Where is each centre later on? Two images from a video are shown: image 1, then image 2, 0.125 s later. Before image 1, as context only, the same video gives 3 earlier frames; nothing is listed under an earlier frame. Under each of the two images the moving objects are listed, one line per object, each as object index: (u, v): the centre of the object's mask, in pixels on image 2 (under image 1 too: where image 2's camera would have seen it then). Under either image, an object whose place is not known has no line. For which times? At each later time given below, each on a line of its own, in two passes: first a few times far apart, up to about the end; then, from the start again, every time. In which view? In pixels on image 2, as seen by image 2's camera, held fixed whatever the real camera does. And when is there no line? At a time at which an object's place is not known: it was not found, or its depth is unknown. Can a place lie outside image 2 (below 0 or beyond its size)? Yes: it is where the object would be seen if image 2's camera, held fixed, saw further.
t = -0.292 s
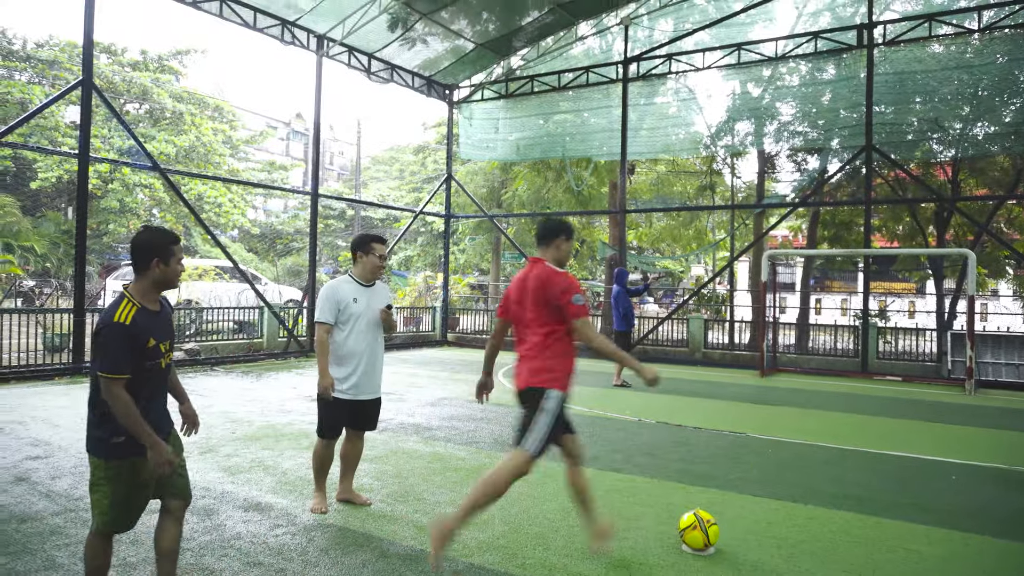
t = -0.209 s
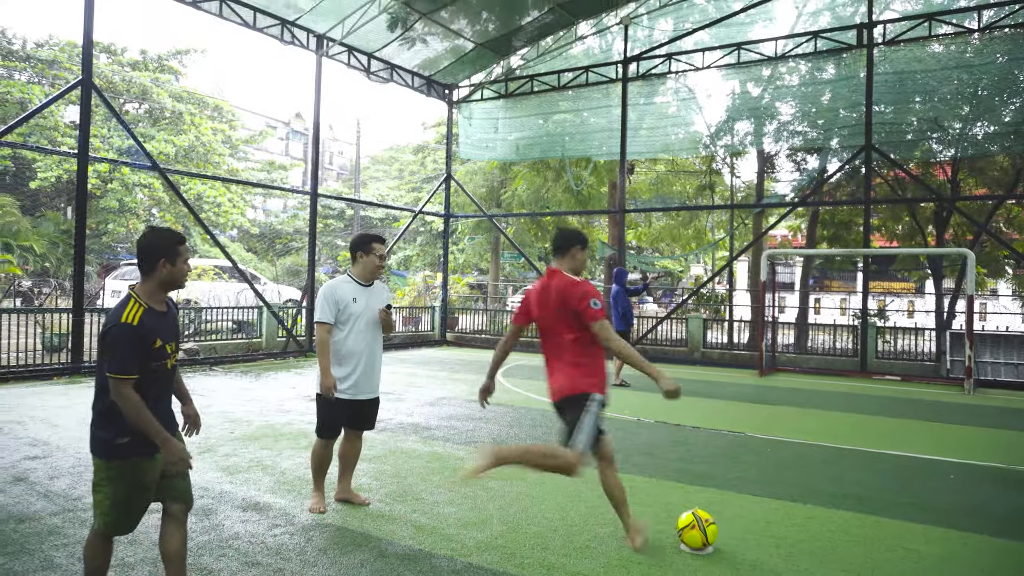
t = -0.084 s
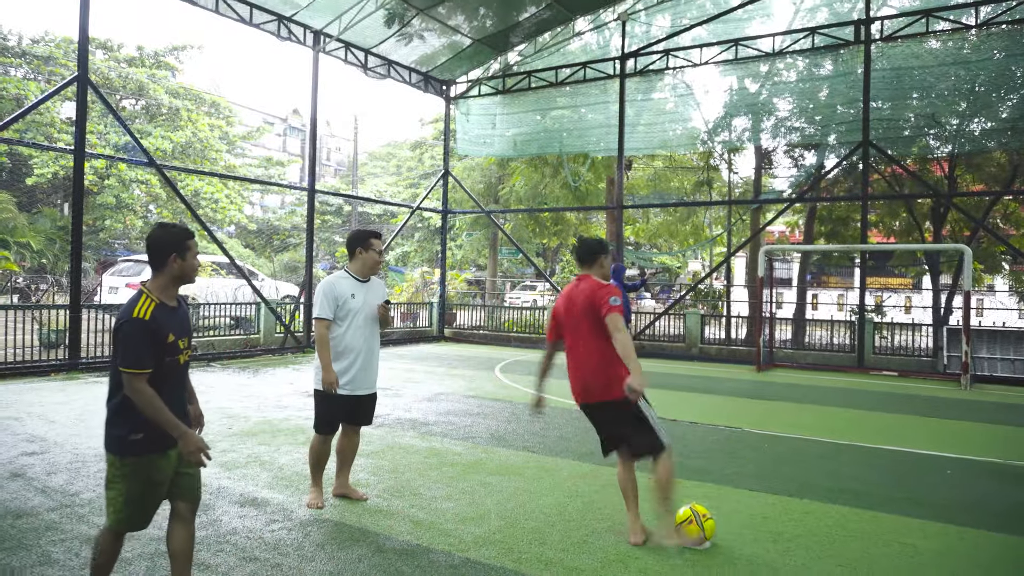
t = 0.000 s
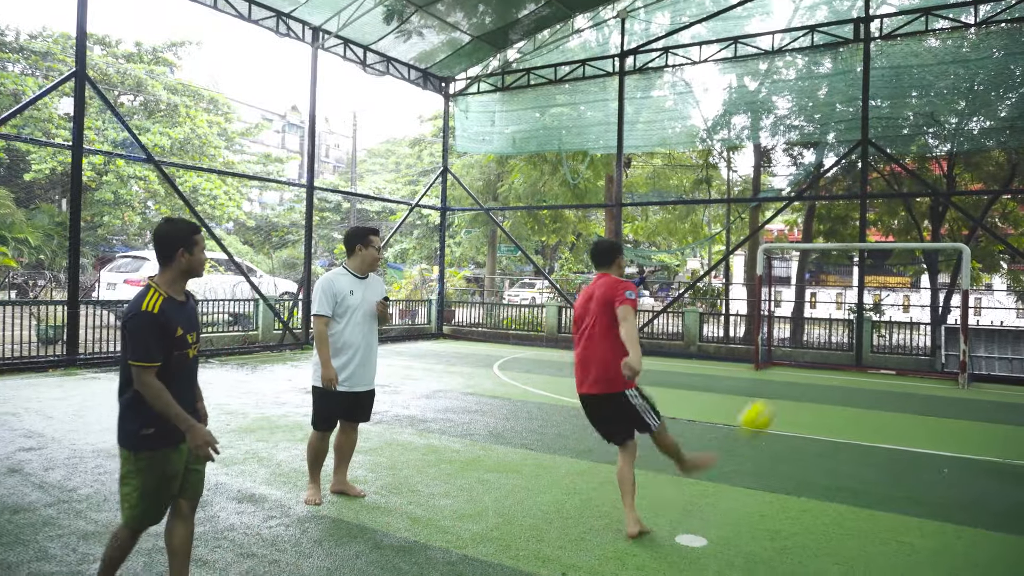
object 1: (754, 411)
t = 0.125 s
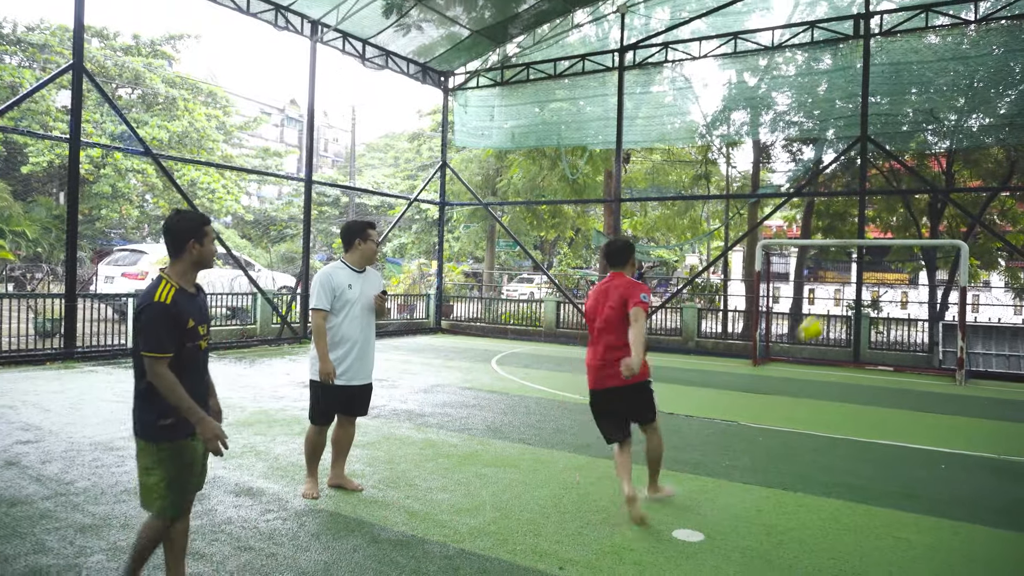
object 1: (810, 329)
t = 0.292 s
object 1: (850, 286)
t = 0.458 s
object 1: (867, 279)
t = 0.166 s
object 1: (824, 315)
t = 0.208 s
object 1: (836, 300)
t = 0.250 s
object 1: (843, 292)
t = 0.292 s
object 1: (850, 286)
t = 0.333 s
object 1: (856, 282)
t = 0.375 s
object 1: (861, 279)
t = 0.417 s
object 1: (863, 279)
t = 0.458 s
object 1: (867, 279)
